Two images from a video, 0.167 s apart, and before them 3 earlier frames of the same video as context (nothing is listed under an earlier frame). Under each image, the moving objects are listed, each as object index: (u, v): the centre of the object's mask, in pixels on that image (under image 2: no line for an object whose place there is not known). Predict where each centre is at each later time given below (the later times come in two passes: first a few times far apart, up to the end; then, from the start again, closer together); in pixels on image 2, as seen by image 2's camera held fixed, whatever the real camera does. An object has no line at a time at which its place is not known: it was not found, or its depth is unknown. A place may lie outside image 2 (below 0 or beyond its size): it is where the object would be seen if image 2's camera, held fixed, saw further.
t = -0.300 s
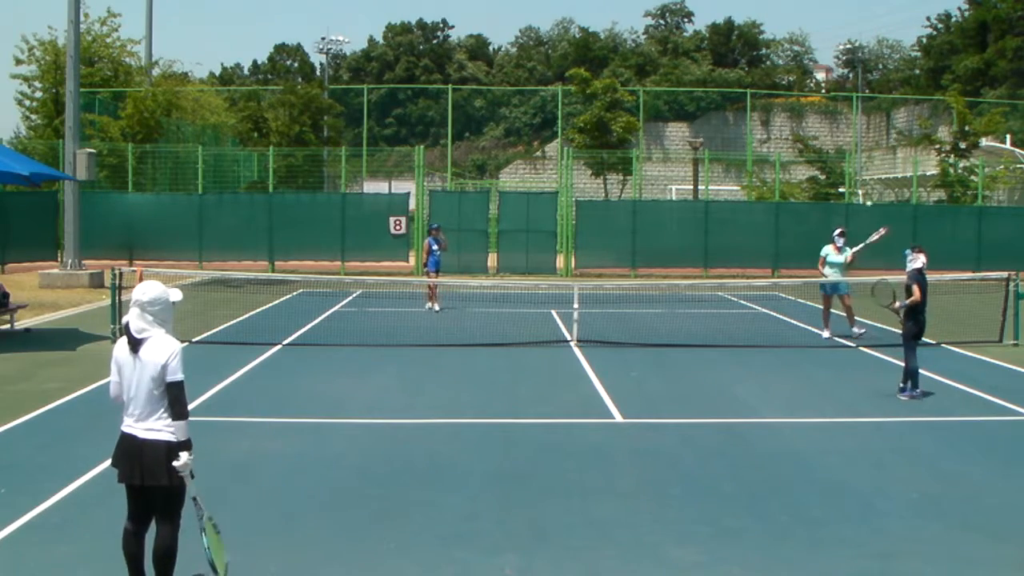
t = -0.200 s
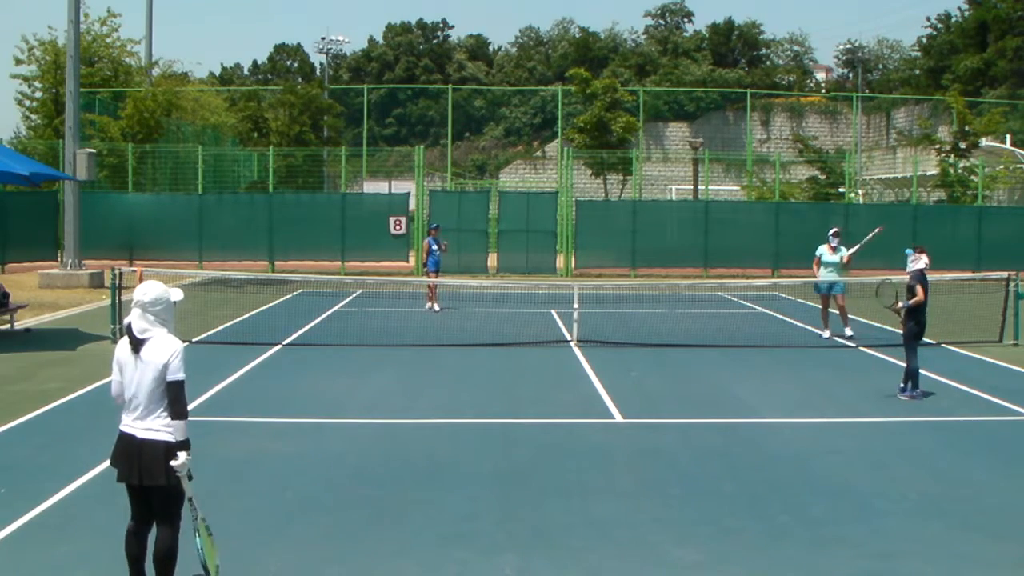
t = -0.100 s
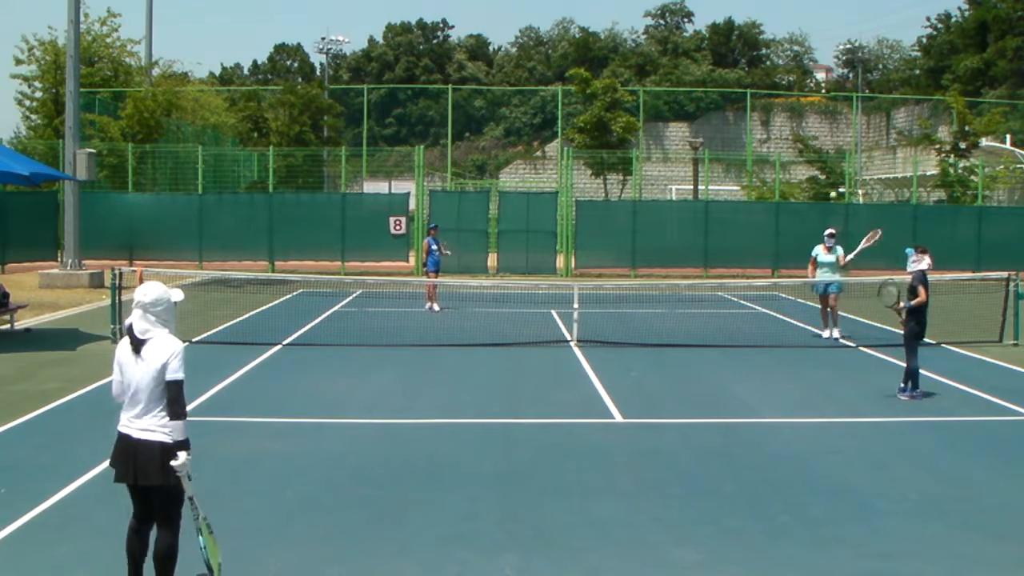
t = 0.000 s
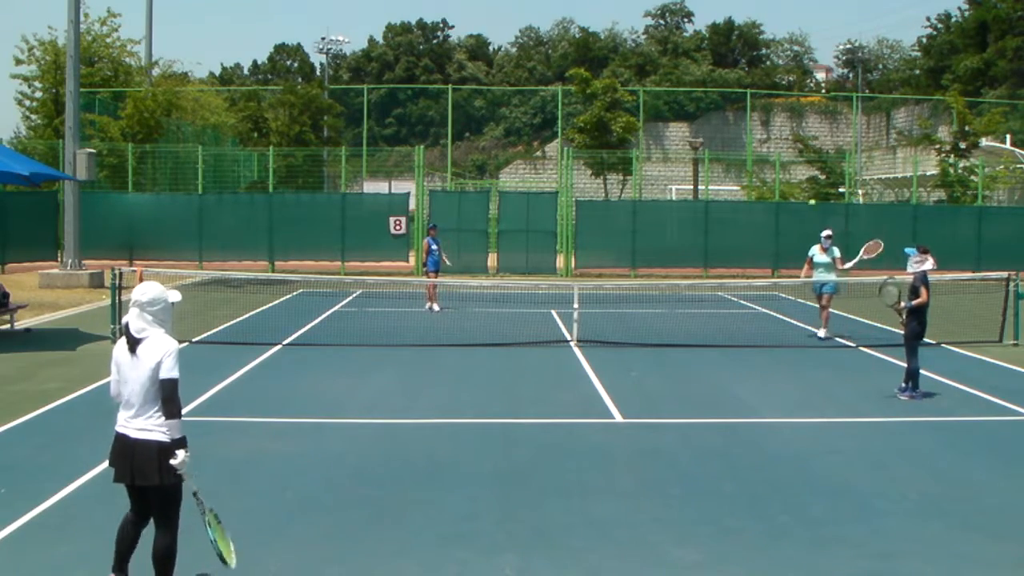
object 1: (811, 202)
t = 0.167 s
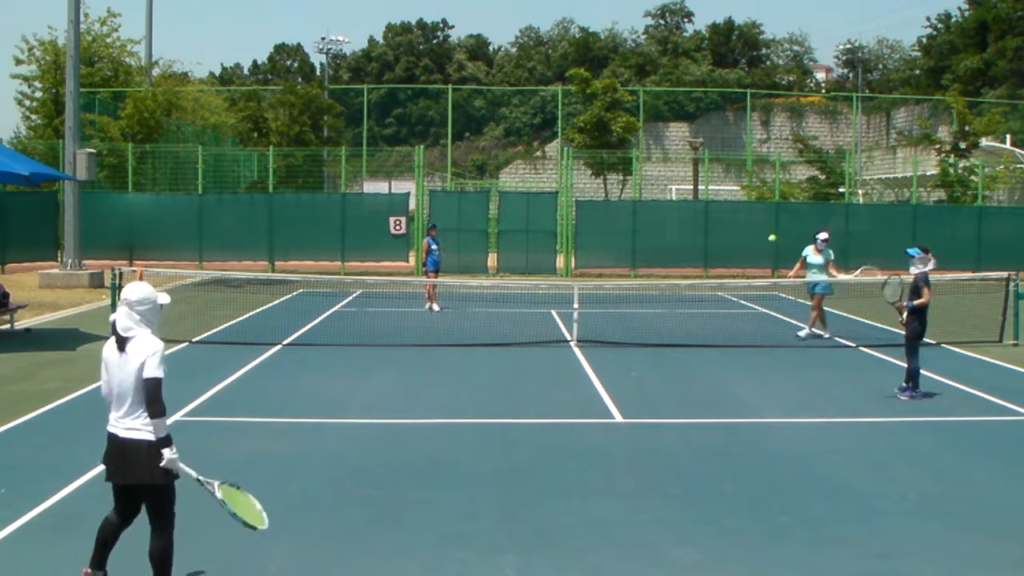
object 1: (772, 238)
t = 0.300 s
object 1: (733, 291)
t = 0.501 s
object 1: (665, 424)
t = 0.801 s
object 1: (595, 314)
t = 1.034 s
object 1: (526, 292)
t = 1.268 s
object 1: (441, 352)
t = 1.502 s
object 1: (341, 520)
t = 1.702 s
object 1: (244, 459)
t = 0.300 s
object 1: (733, 291)
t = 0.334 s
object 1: (723, 309)
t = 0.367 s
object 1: (713, 328)
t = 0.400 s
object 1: (702, 348)
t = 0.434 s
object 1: (690, 372)
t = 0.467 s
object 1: (678, 397)
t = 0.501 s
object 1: (665, 424)
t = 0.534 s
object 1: (658, 413)
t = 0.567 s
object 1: (652, 396)
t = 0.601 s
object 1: (644, 382)
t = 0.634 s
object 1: (637, 367)
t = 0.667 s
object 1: (628, 354)
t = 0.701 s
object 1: (621, 343)
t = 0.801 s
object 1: (595, 314)
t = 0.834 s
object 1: (586, 307)
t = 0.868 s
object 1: (578, 302)
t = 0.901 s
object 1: (567, 296)
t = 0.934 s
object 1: (557, 292)
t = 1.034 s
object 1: (526, 292)
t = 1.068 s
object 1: (515, 295)
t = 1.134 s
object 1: (492, 307)
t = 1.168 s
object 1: (480, 315)
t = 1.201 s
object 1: (468, 325)
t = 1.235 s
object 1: (455, 338)
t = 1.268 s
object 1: (441, 352)
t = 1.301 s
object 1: (428, 369)
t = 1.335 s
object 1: (414, 389)
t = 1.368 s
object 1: (400, 410)
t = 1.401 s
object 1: (385, 434)
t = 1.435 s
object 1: (371, 460)
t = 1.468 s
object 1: (356, 488)
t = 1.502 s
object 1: (341, 520)
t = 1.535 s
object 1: (325, 530)
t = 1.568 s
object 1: (310, 512)
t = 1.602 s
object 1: (294, 497)
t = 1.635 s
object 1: (278, 482)
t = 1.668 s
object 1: (261, 469)
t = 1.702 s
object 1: (244, 459)
